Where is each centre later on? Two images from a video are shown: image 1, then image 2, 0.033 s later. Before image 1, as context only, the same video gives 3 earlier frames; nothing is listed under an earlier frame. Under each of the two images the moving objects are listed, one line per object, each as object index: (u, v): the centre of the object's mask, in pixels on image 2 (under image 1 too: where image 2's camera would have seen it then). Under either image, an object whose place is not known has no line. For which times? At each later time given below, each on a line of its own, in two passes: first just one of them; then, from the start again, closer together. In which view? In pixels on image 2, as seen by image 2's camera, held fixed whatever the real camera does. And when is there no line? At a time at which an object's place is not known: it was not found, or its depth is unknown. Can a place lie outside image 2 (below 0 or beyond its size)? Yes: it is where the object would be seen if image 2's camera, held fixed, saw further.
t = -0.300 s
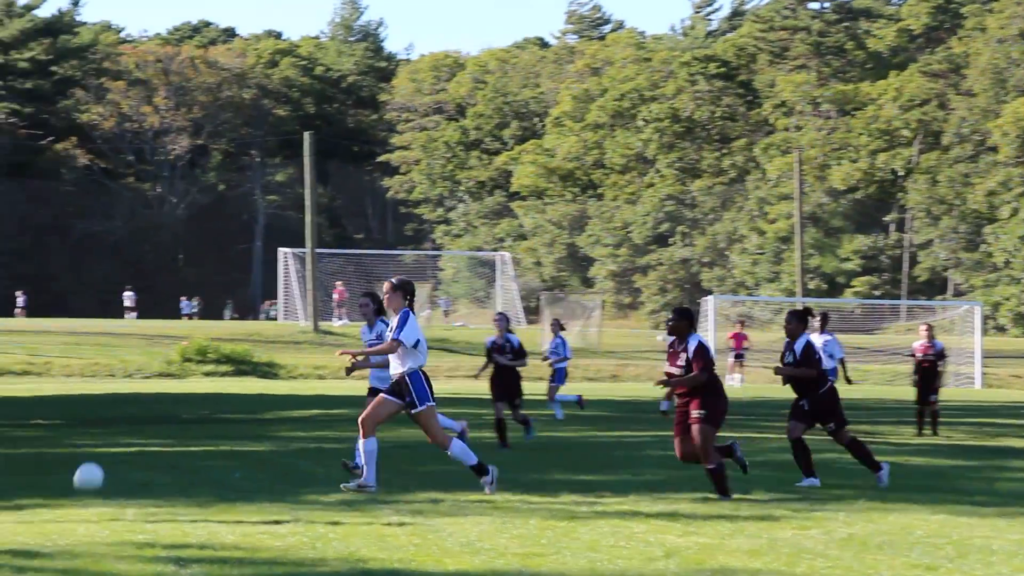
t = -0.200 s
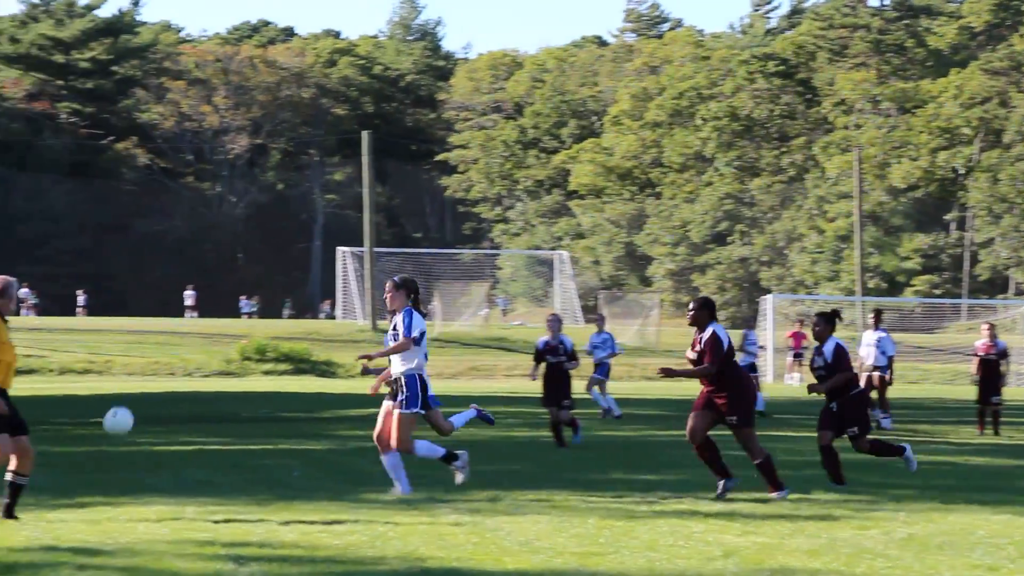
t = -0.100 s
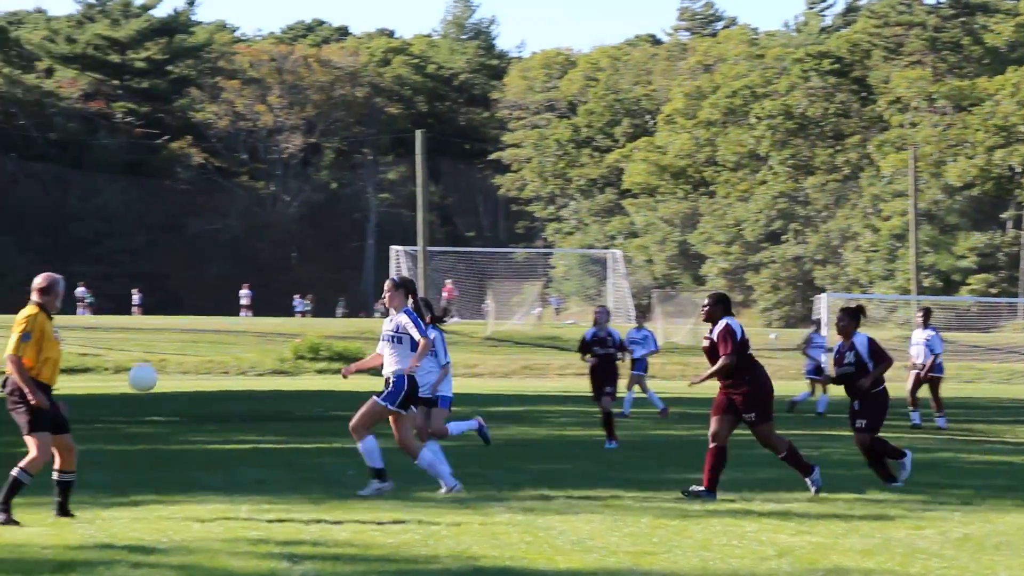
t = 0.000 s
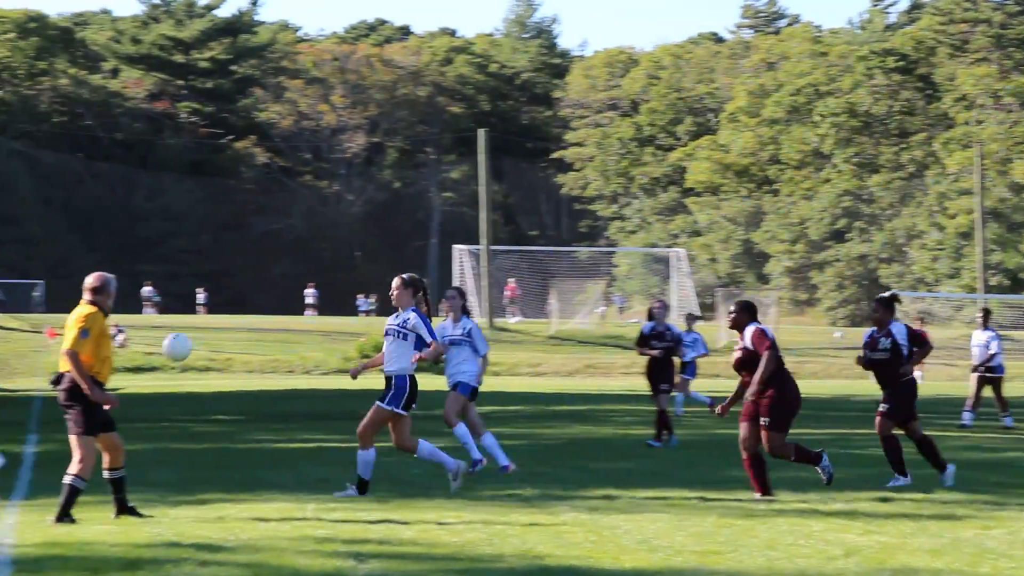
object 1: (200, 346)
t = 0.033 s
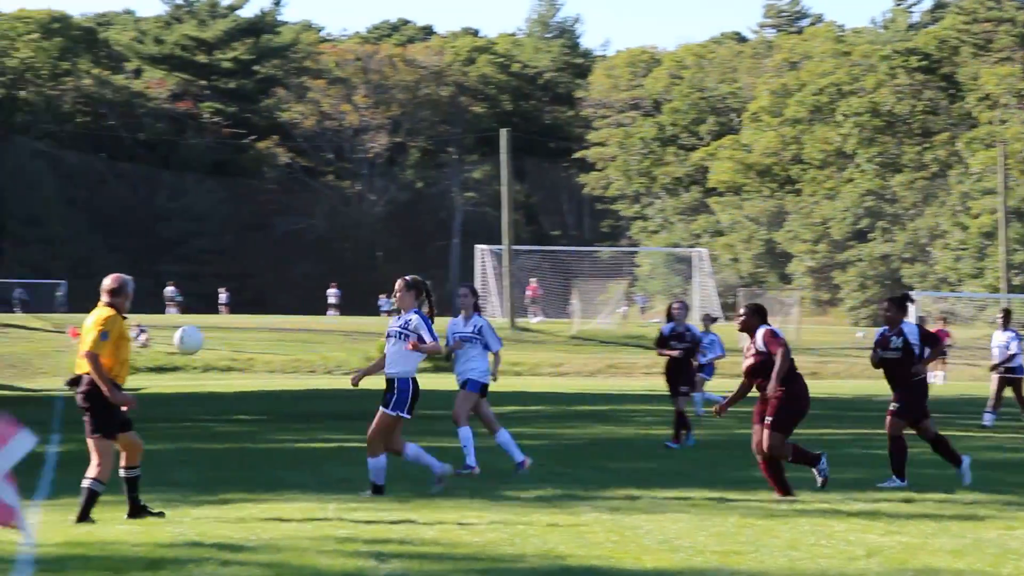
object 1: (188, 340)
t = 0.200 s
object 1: (131, 329)
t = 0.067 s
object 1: (177, 335)
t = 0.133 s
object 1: (155, 329)
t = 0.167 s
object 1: (143, 329)
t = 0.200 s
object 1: (131, 329)
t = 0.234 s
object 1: (119, 331)
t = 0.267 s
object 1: (107, 335)
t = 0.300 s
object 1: (97, 339)
